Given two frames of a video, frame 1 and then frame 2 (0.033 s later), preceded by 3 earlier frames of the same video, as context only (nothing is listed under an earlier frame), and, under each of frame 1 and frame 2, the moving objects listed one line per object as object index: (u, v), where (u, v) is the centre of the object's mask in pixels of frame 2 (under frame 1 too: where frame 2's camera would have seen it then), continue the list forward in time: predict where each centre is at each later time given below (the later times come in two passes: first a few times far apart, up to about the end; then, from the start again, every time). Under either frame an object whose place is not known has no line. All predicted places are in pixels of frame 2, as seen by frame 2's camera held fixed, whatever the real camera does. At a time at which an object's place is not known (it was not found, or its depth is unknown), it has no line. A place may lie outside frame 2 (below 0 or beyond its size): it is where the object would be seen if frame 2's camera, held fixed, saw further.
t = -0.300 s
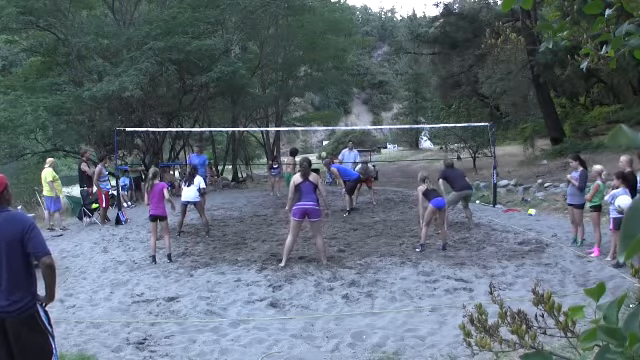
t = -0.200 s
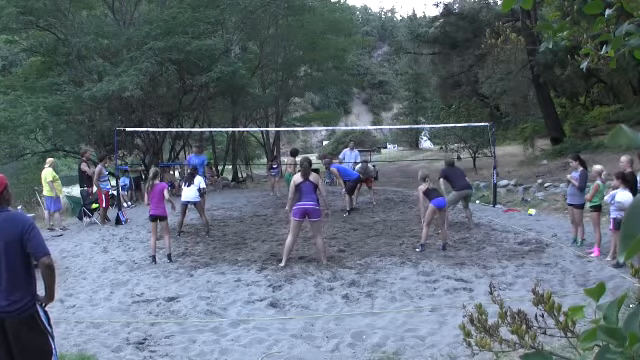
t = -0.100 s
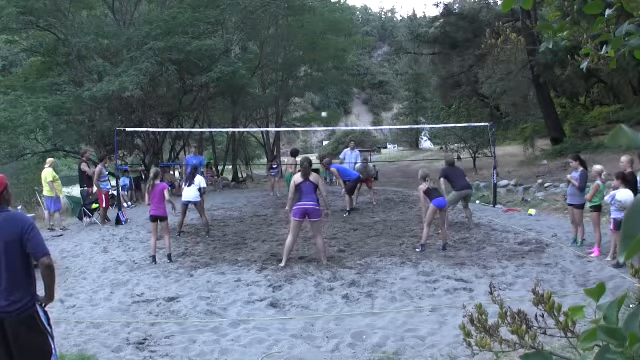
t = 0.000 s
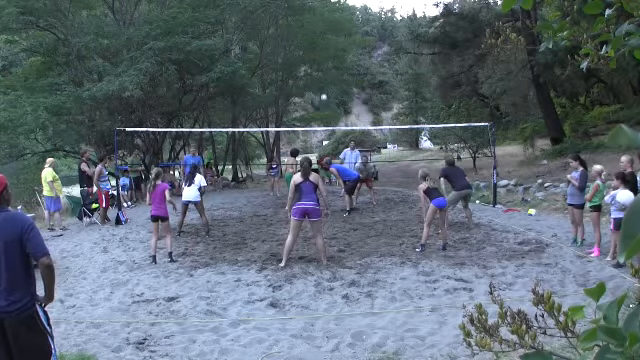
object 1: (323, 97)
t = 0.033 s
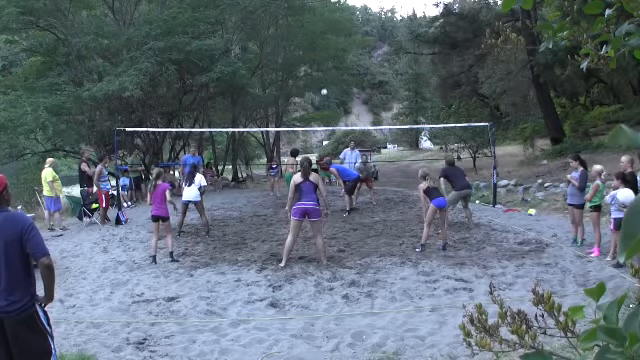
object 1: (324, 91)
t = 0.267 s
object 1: (327, 62)
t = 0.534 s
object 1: (332, 48)
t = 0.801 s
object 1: (340, 59)
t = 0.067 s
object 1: (324, 87)
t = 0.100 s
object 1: (324, 82)
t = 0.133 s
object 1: (324, 77)
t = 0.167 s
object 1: (325, 73)
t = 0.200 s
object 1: (325, 70)
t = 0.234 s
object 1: (326, 66)
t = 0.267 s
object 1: (327, 62)
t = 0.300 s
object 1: (327, 60)
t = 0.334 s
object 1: (328, 57)
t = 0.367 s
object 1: (329, 55)
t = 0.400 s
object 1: (329, 53)
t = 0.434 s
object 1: (330, 51)
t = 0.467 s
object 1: (331, 50)
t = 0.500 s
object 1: (332, 49)
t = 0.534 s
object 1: (332, 48)
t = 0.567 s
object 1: (333, 48)
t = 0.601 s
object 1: (334, 48)
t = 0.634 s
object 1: (335, 48)
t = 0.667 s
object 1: (336, 50)
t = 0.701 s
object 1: (337, 51)
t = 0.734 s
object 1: (338, 53)
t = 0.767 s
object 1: (339, 56)
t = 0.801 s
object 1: (340, 59)
